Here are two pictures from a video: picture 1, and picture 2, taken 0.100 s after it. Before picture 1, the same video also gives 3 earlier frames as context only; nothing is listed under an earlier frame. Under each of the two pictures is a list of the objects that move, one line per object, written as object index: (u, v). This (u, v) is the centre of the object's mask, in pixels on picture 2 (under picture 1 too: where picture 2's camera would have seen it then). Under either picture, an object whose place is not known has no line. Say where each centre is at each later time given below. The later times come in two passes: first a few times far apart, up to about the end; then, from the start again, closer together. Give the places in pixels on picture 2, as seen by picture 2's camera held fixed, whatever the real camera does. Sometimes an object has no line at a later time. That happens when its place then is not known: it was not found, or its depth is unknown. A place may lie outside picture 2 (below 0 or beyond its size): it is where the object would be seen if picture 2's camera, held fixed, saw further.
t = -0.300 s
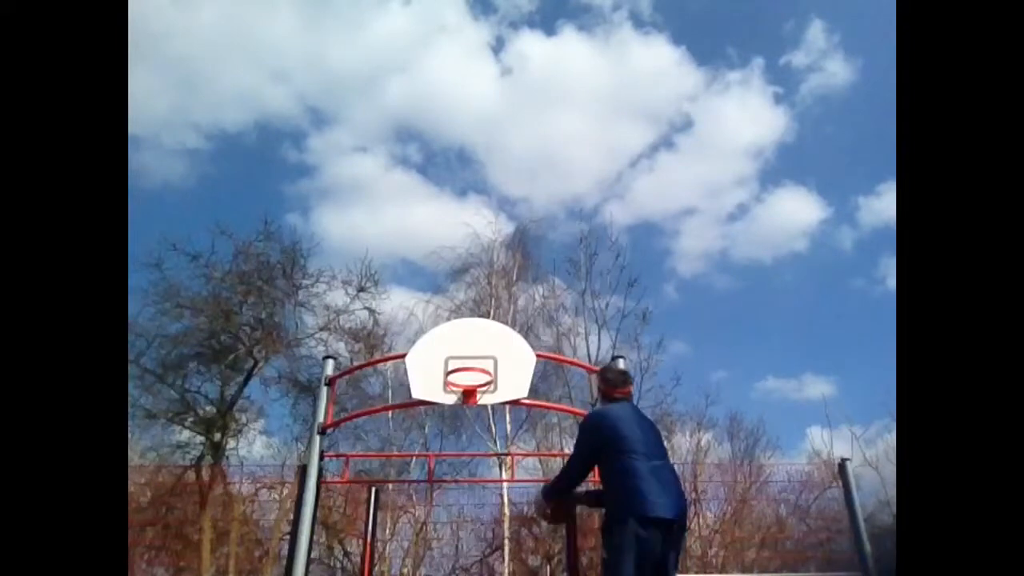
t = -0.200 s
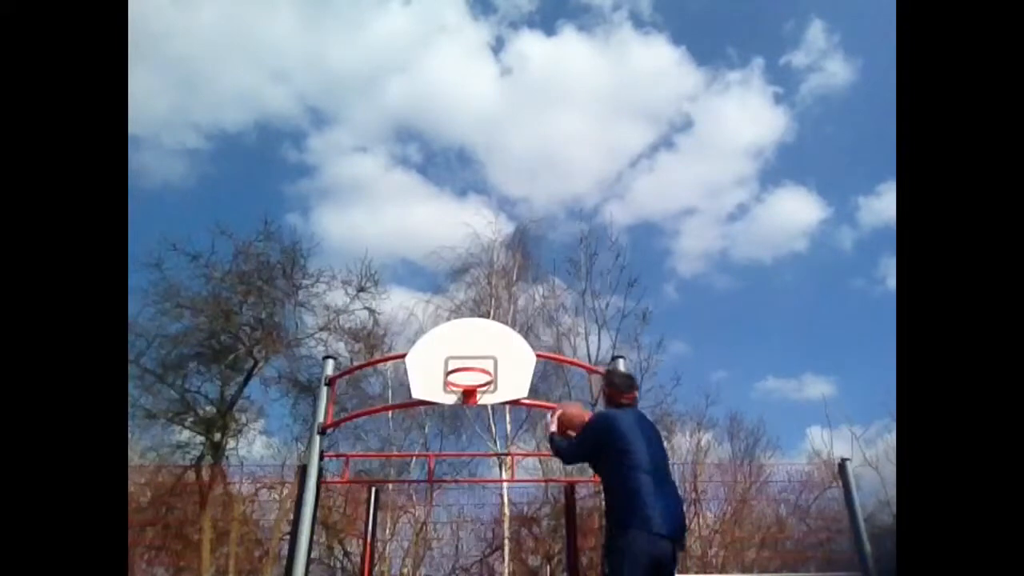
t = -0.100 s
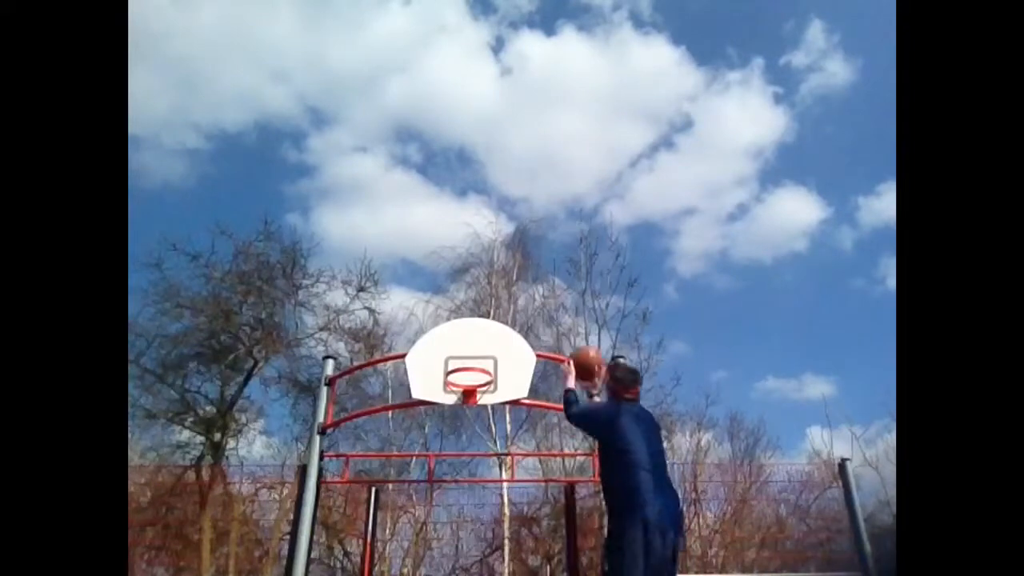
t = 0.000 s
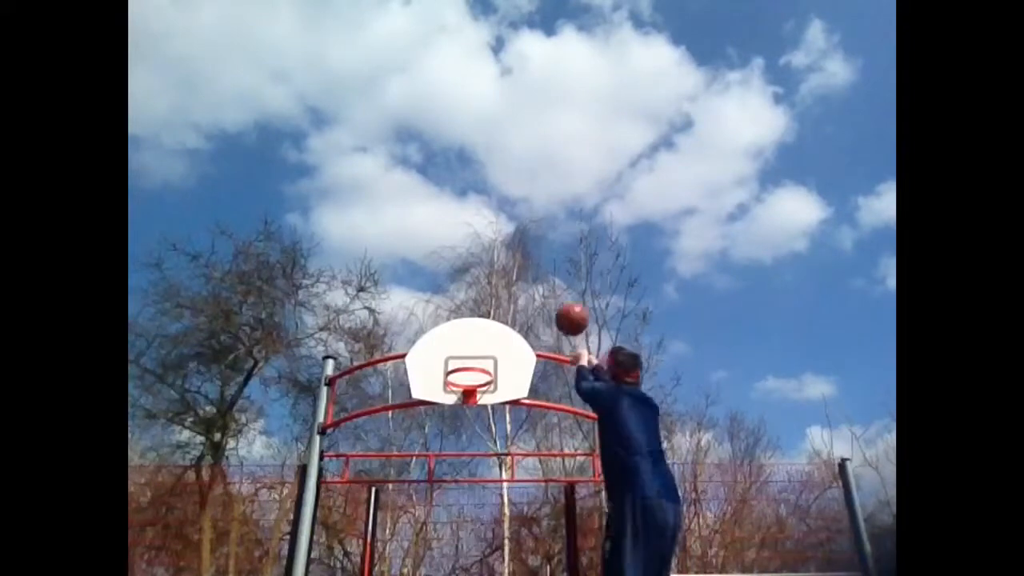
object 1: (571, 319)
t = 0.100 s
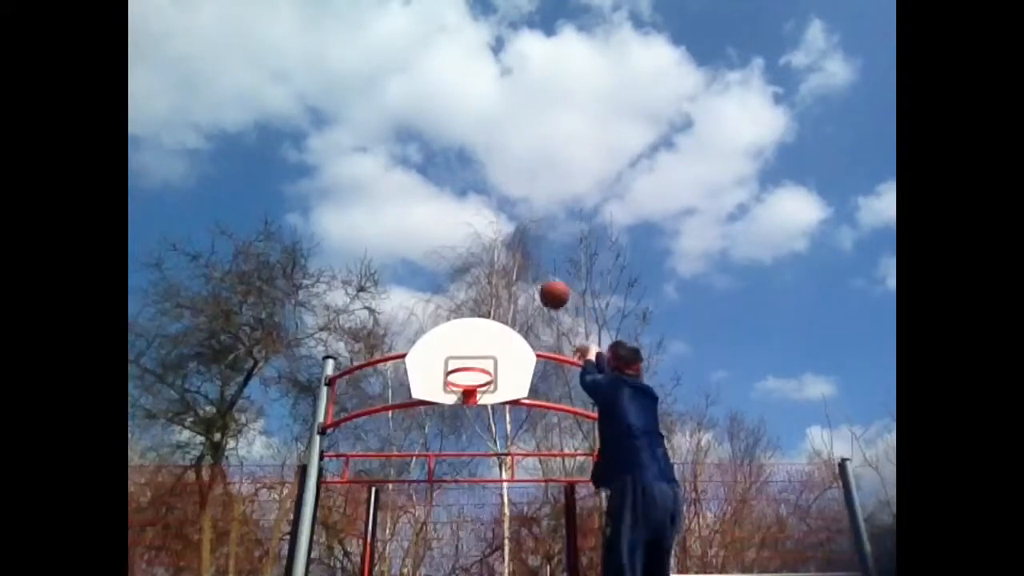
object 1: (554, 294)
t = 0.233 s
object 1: (536, 282)
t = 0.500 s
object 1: (506, 309)
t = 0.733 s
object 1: (487, 360)
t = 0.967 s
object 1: (473, 373)
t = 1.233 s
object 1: (461, 400)
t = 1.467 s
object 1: (443, 487)
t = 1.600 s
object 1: (429, 568)
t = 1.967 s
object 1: (397, 556)
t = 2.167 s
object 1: (384, 480)
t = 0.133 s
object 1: (549, 289)
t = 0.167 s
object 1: (545, 285)
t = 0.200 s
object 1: (541, 283)
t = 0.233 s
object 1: (536, 282)
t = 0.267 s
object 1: (532, 283)
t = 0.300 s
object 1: (528, 284)
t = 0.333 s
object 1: (525, 286)
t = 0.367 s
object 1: (521, 289)
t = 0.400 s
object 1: (517, 294)
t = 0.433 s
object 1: (515, 297)
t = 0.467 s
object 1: (510, 303)
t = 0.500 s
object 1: (506, 309)
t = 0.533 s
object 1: (504, 318)
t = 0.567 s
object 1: (500, 326)
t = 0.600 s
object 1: (497, 335)
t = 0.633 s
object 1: (494, 345)
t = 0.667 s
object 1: (491, 355)
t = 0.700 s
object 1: (489, 361)
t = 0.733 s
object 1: (487, 360)
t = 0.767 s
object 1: (485, 360)
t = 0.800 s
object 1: (483, 360)
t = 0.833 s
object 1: (480, 361)
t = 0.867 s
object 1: (478, 366)
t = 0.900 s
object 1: (476, 371)
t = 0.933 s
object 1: (474, 374)
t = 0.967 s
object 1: (473, 373)
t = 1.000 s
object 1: (471, 373)
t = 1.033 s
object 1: (470, 373)
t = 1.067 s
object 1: (469, 375)
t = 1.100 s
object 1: (467, 377)
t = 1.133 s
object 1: (465, 381)
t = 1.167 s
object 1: (464, 388)
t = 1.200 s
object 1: (462, 393)
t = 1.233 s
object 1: (461, 400)
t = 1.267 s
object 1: (458, 408)
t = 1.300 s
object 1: (456, 417)
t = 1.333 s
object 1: (454, 428)
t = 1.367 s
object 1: (452, 441)
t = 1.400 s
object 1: (449, 454)
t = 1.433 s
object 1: (445, 470)
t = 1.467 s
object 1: (443, 487)
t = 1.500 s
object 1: (440, 505)
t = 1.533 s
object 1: (436, 526)
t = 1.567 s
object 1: (434, 549)
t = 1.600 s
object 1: (429, 568)
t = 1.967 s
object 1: (397, 556)
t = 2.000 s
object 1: (395, 540)
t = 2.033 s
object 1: (394, 525)
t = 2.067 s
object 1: (392, 510)
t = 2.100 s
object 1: (390, 500)
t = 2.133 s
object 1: (386, 489)
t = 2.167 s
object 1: (384, 480)
